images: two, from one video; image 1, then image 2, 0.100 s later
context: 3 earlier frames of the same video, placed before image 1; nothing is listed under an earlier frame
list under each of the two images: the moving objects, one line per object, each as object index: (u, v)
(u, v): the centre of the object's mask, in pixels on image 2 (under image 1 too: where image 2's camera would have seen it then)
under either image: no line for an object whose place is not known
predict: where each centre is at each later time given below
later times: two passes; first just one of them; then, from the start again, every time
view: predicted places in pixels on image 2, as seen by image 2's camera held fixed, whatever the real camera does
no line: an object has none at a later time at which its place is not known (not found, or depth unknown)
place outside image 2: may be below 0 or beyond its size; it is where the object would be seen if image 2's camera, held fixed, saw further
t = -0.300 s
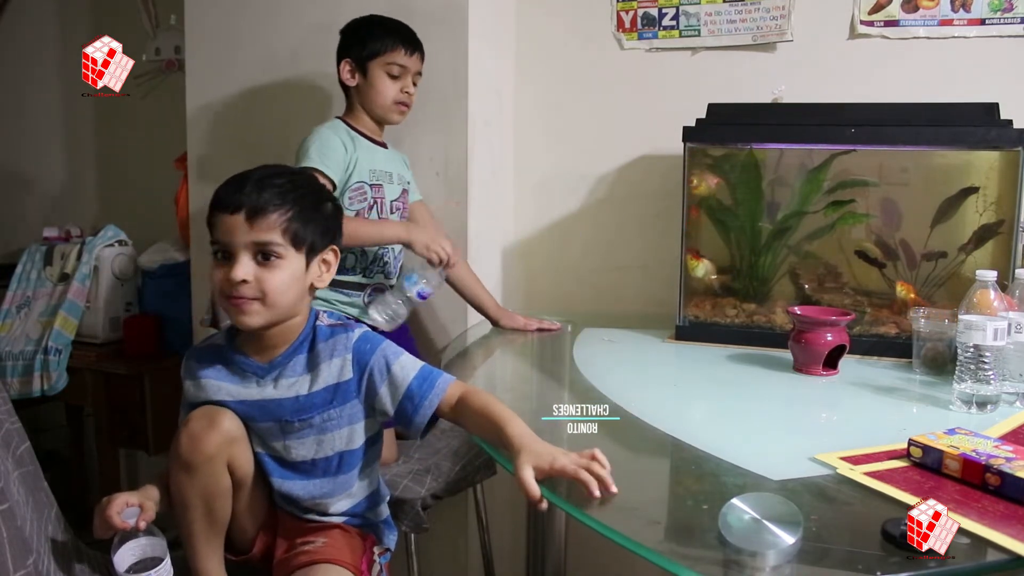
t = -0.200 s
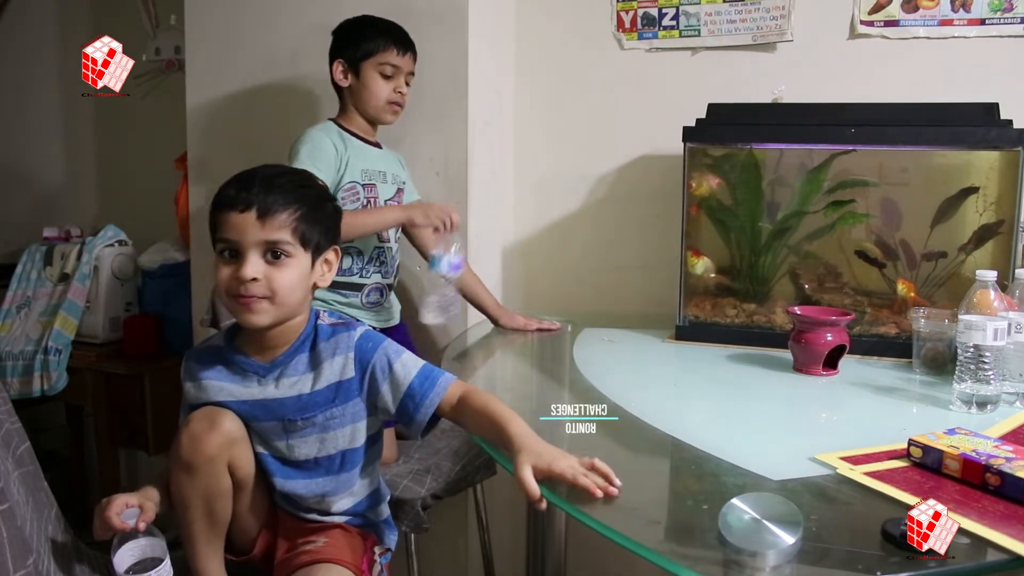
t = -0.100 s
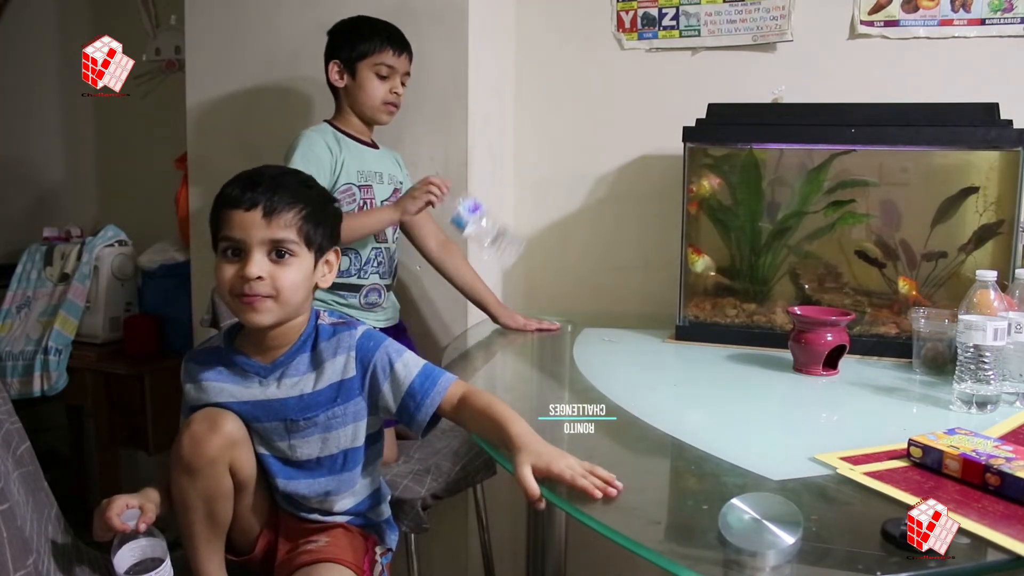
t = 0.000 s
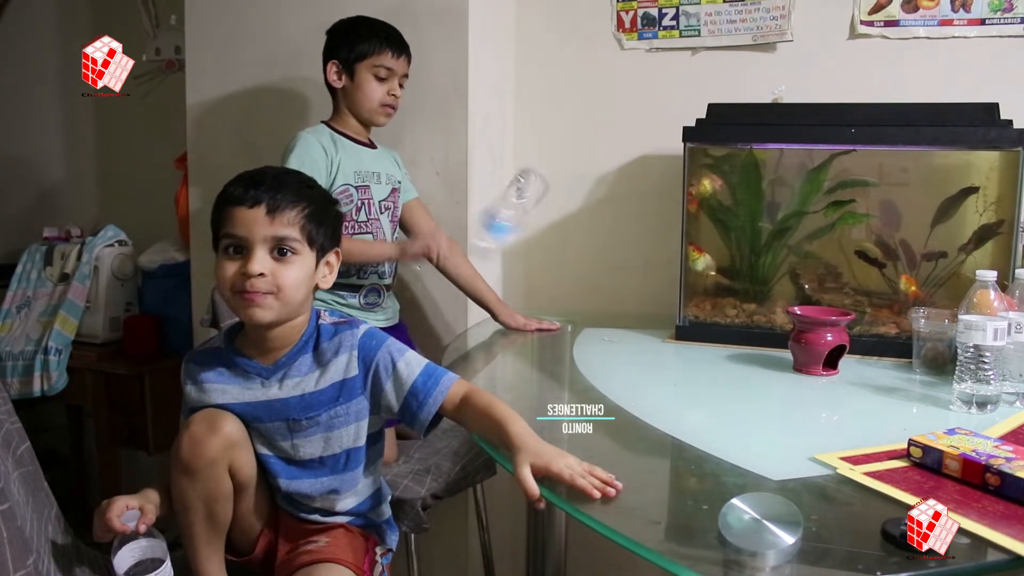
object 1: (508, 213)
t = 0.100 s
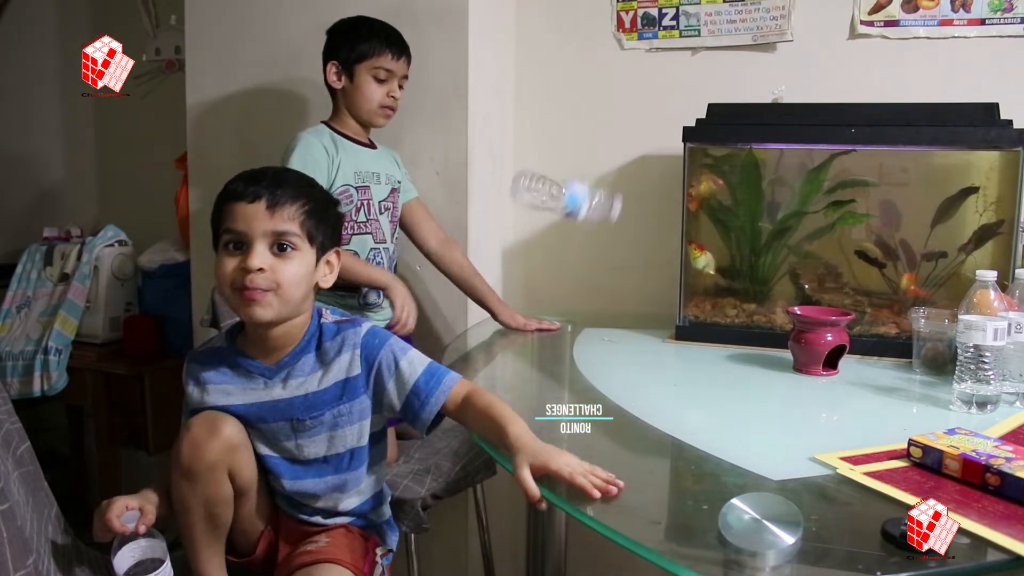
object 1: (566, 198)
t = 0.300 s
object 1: (562, 303)
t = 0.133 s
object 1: (565, 197)
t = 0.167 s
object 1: (562, 215)
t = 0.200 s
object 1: (561, 231)
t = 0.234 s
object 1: (561, 270)
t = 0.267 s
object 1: (563, 303)
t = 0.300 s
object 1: (562, 303)
